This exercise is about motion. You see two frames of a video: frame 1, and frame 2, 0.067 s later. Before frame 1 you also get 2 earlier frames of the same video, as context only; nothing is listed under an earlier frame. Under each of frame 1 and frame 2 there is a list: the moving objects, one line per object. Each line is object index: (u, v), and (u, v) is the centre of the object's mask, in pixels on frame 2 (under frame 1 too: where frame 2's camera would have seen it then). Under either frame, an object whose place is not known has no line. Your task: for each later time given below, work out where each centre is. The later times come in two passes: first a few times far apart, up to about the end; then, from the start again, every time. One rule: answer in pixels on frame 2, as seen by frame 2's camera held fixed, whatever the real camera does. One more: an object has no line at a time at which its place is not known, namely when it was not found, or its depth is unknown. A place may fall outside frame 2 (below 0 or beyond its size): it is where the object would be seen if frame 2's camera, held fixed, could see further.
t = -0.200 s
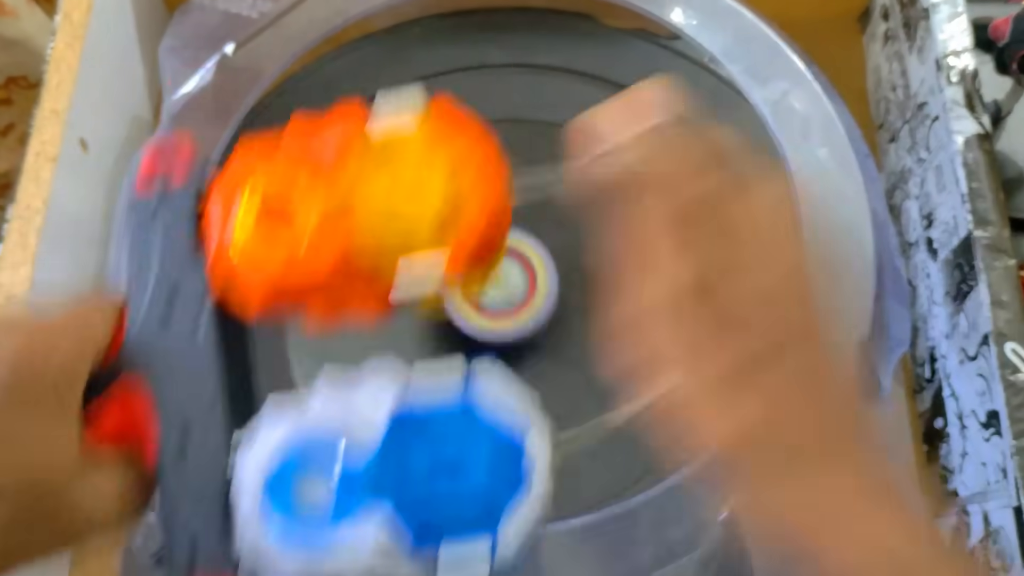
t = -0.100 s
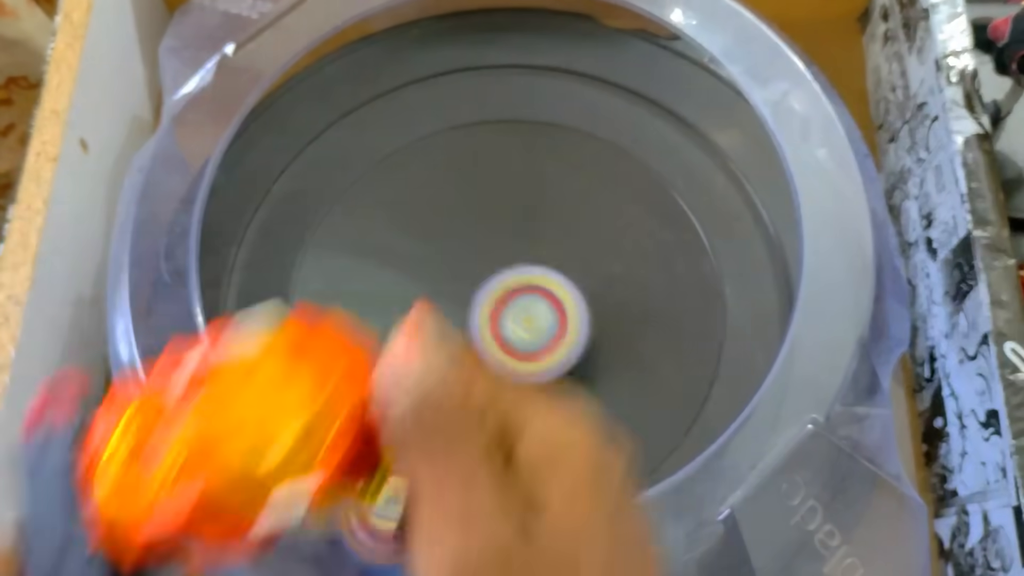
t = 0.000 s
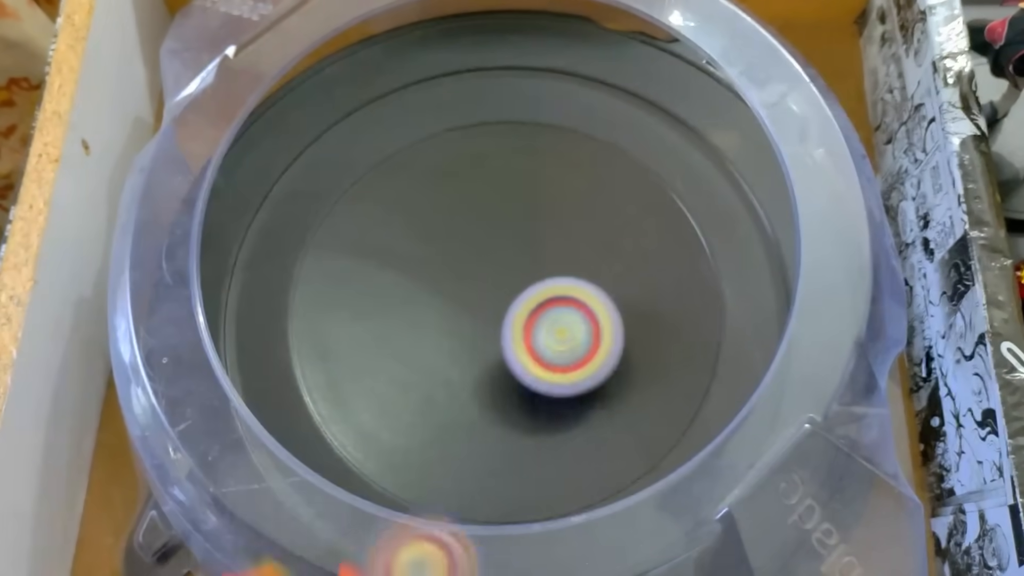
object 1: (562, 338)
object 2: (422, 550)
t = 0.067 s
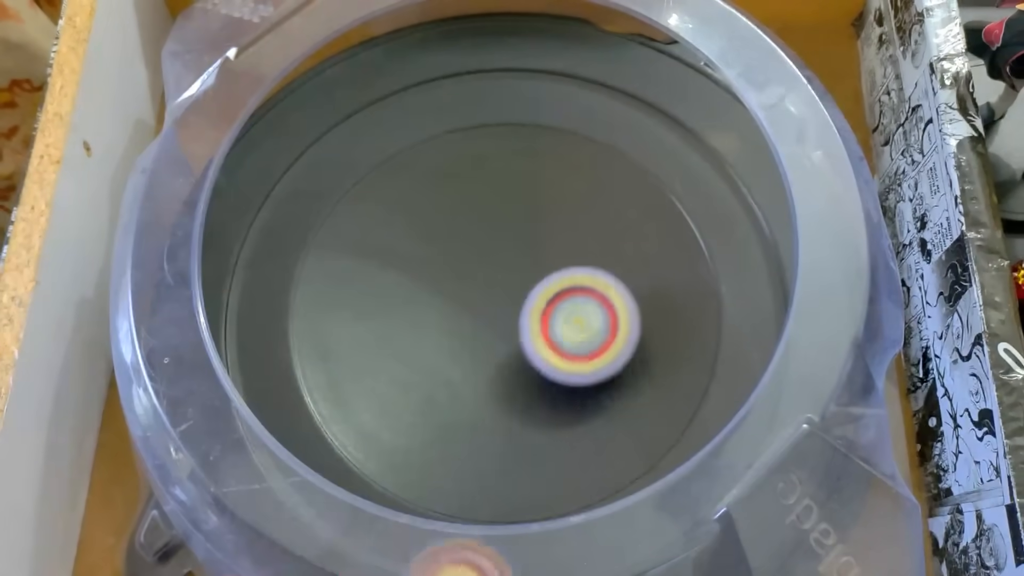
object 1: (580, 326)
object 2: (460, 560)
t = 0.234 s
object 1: (576, 252)
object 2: (515, 560)
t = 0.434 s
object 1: (477, 246)
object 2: (563, 484)
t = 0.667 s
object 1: (472, 389)
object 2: (605, 262)
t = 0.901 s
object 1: (633, 347)
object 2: (399, 133)
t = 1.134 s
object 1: (559, 223)
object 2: (254, 225)
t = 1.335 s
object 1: (400, 308)
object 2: (254, 413)
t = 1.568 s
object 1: (539, 397)
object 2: (398, 537)
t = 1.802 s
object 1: (641, 239)
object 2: (512, 547)
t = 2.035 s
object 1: (406, 197)
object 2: (580, 465)
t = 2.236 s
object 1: (319, 371)
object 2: (615, 262)
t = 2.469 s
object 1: (514, 492)
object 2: (402, 157)
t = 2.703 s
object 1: (697, 315)
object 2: (244, 244)
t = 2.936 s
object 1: (549, 119)
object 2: (251, 332)
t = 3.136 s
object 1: (340, 185)
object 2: (277, 367)
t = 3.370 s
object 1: (333, 381)
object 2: (427, 470)
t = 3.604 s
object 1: (550, 395)
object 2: (689, 390)
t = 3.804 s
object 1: (526, 186)
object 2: (762, 226)
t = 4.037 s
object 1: (336, 119)
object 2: (749, 166)
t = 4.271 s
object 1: (295, 173)
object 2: (712, 143)
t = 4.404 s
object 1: (298, 170)
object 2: (648, 148)
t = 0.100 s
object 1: (587, 317)
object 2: (471, 567)
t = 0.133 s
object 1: (590, 301)
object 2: (482, 568)
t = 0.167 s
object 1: (589, 286)
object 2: (495, 565)
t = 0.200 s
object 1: (585, 268)
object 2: (505, 563)
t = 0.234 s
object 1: (576, 252)
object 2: (515, 560)
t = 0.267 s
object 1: (567, 238)
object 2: (523, 555)
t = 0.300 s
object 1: (551, 228)
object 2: (534, 554)
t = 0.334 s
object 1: (534, 224)
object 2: (546, 542)
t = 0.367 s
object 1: (514, 225)
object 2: (555, 533)
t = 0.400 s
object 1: (496, 232)
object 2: (562, 519)
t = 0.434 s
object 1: (477, 246)
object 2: (563, 484)
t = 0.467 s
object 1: (463, 264)
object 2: (573, 472)
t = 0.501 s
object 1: (451, 287)
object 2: (583, 454)
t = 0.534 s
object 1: (444, 309)
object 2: (596, 426)
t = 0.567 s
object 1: (443, 333)
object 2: (607, 388)
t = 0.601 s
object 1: (447, 354)
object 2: (614, 347)
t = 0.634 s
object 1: (458, 375)
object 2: (614, 304)
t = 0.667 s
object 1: (472, 389)
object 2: (605, 262)
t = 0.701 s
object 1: (491, 399)
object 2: (588, 224)
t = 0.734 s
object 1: (514, 405)
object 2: (563, 191)
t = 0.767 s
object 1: (539, 404)
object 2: (534, 167)
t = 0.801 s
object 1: (567, 399)
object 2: (501, 148)
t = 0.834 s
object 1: (593, 388)
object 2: (468, 136)
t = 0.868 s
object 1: (617, 368)
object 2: (434, 131)
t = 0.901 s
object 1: (633, 347)
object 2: (399, 133)
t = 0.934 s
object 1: (641, 320)
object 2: (366, 139)
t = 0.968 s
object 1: (642, 296)
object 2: (334, 142)
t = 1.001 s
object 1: (635, 274)
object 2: (306, 143)
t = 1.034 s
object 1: (623, 254)
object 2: (285, 151)
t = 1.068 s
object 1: (606, 240)
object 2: (274, 172)
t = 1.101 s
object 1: (583, 228)
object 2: (263, 197)
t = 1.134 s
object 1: (559, 223)
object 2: (254, 225)
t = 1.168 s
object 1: (530, 224)
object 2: (246, 251)
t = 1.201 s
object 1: (499, 231)
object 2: (241, 280)
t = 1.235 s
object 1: (468, 243)
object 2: (241, 311)
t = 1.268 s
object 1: (441, 261)
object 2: (232, 345)
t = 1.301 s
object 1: (417, 283)
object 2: (241, 379)
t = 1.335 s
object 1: (400, 308)
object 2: (254, 413)
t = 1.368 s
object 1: (388, 335)
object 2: (271, 444)
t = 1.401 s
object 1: (384, 362)
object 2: (295, 466)
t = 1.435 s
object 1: (390, 388)
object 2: (316, 485)
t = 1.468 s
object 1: (420, 397)
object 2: (315, 527)
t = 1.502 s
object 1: (456, 401)
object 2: (349, 528)
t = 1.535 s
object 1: (497, 401)
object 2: (376, 534)
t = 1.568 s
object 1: (539, 397)
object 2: (398, 537)
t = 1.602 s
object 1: (576, 385)
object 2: (418, 540)
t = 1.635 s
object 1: (608, 367)
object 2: (430, 545)
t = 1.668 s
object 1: (633, 344)
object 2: (440, 554)
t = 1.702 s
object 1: (648, 320)
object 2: (455, 554)
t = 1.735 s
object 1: (655, 294)
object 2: (477, 555)
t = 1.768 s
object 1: (652, 266)
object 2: (499, 555)
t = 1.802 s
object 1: (641, 239)
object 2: (512, 547)
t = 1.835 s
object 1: (623, 215)
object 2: (520, 543)
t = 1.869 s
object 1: (601, 195)
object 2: (529, 540)
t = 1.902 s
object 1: (575, 180)
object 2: (536, 535)
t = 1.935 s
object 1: (544, 171)
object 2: (545, 530)
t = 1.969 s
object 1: (511, 168)
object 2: (555, 520)
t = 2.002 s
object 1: (439, 181)
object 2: (571, 487)
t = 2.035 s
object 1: (406, 197)
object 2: (580, 465)
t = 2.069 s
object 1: (377, 219)
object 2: (596, 445)
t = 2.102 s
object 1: (353, 246)
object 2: (609, 413)
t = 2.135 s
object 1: (336, 275)
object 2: (622, 378)
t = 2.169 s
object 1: (325, 304)
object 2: (628, 340)
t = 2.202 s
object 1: (319, 336)
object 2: (626, 300)
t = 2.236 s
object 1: (319, 371)
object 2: (615, 262)
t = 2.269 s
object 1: (327, 402)
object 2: (596, 228)
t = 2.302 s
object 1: (343, 430)
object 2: (569, 199)
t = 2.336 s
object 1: (365, 457)
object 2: (539, 178)
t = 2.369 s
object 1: (395, 477)
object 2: (507, 164)
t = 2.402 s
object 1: (431, 488)
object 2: (471, 154)
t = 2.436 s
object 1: (472, 493)
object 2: (436, 153)
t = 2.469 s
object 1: (514, 492)
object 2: (402, 157)
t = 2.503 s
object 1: (553, 483)
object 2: (368, 166)
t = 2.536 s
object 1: (592, 468)
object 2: (338, 182)
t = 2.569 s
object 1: (625, 447)
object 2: (314, 202)
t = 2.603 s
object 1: (652, 418)
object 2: (290, 217)
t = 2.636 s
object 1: (677, 388)
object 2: (269, 229)
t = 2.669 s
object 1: (692, 353)
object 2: (254, 236)
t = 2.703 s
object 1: (697, 315)
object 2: (244, 244)
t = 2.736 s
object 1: (695, 277)
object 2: (240, 257)
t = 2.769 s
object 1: (685, 241)
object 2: (243, 278)
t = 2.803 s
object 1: (668, 206)
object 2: (246, 295)
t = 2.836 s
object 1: (645, 177)
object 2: (248, 309)
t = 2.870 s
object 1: (617, 152)
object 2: (249, 318)
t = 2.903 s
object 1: (583, 132)
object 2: (250, 325)
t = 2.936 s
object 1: (549, 119)
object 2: (251, 332)
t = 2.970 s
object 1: (511, 110)
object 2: (253, 339)
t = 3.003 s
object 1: (472, 109)
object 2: (256, 344)
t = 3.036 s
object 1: (434, 115)
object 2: (259, 350)
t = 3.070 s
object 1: (399, 133)
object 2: (264, 356)
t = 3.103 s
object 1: (368, 157)
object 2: (270, 361)
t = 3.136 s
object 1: (340, 185)
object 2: (277, 367)
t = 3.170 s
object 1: (316, 215)
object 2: (286, 371)
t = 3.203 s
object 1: (298, 248)
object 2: (295, 375)
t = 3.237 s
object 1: (291, 277)
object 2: (310, 394)
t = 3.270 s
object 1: (291, 301)
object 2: (330, 417)
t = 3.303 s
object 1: (298, 327)
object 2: (357, 438)
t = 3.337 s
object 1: (313, 355)
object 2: (388, 455)
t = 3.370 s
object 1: (333, 381)
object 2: (427, 470)
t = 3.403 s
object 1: (357, 402)
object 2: (466, 475)
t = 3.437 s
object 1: (389, 422)
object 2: (504, 476)
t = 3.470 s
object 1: (423, 434)
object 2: (548, 471)
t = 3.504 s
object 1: (451, 435)
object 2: (591, 458)
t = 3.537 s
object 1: (483, 431)
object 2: (631, 440)
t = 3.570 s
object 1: (519, 417)
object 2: (663, 417)
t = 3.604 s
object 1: (550, 395)
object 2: (689, 390)
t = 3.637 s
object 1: (579, 365)
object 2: (707, 360)
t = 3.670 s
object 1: (599, 332)
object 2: (717, 325)
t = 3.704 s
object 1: (598, 293)
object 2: (732, 292)
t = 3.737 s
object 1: (578, 254)
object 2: (752, 266)
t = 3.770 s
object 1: (555, 218)
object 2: (762, 243)
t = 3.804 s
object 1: (526, 186)
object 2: (762, 226)
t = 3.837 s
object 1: (495, 162)
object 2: (761, 210)
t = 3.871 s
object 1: (466, 145)
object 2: (762, 198)
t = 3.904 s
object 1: (435, 132)
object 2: (761, 189)
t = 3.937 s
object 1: (405, 125)
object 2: (764, 179)
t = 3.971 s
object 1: (379, 125)
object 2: (754, 178)
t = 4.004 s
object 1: (356, 123)
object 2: (758, 167)
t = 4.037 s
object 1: (336, 119)
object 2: (749, 166)
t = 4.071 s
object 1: (320, 117)
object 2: (746, 162)
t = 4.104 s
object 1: (314, 126)
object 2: (742, 157)
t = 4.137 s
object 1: (308, 141)
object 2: (739, 154)
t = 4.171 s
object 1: (305, 154)
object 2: (733, 149)
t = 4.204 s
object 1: (301, 162)
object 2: (728, 147)
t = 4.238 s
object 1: (298, 169)
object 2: (722, 145)
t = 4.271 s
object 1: (295, 173)
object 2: (712, 143)
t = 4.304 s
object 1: (294, 175)
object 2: (697, 141)
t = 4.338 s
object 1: (295, 175)
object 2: (678, 140)
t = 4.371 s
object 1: (296, 173)
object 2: (663, 143)
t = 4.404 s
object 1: (298, 170)
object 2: (648, 148)
